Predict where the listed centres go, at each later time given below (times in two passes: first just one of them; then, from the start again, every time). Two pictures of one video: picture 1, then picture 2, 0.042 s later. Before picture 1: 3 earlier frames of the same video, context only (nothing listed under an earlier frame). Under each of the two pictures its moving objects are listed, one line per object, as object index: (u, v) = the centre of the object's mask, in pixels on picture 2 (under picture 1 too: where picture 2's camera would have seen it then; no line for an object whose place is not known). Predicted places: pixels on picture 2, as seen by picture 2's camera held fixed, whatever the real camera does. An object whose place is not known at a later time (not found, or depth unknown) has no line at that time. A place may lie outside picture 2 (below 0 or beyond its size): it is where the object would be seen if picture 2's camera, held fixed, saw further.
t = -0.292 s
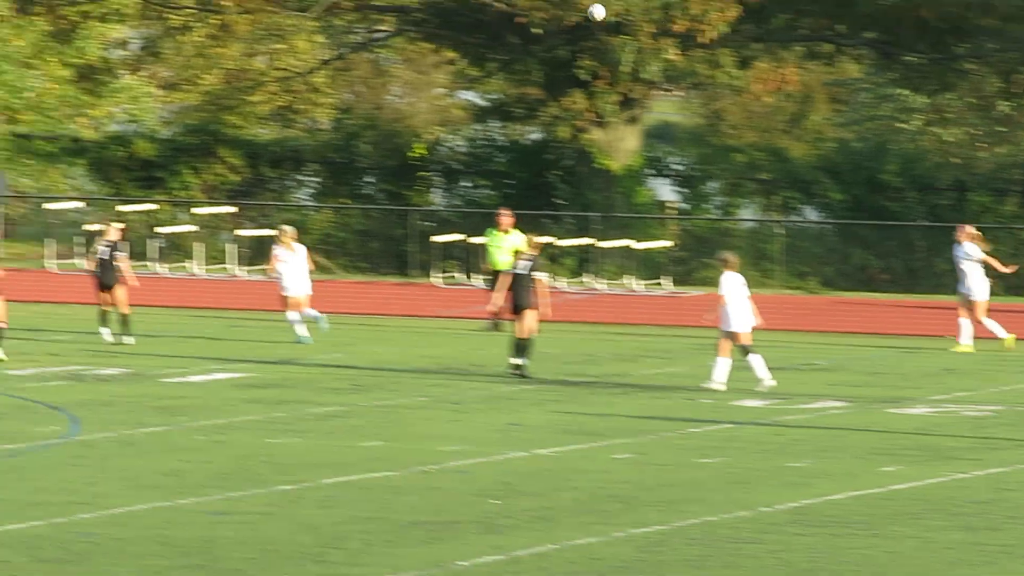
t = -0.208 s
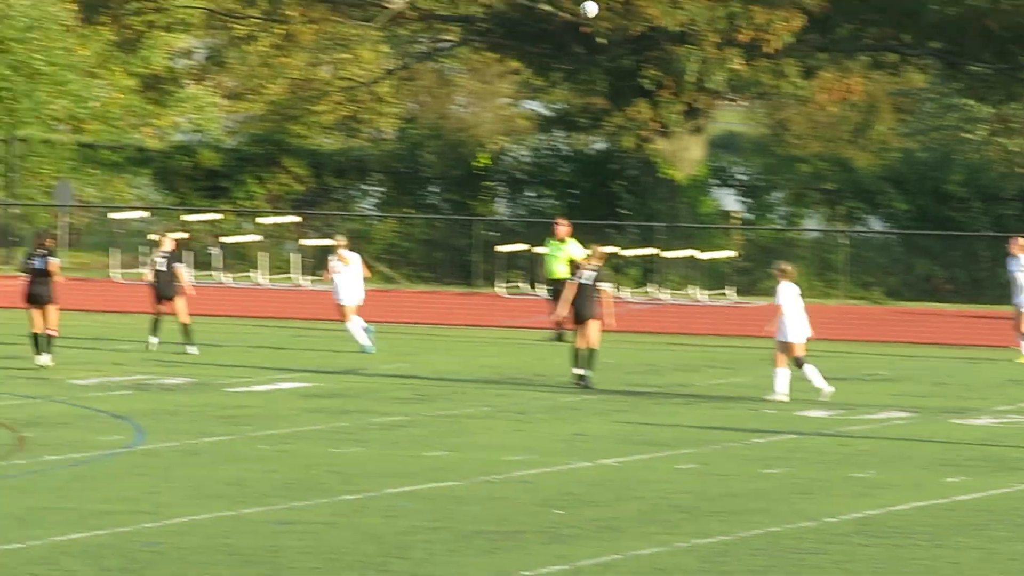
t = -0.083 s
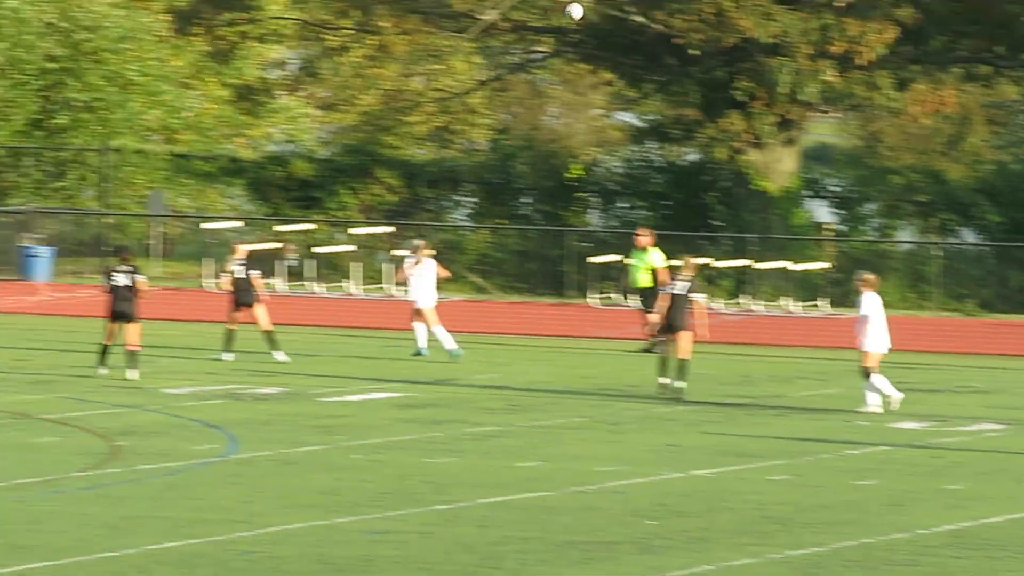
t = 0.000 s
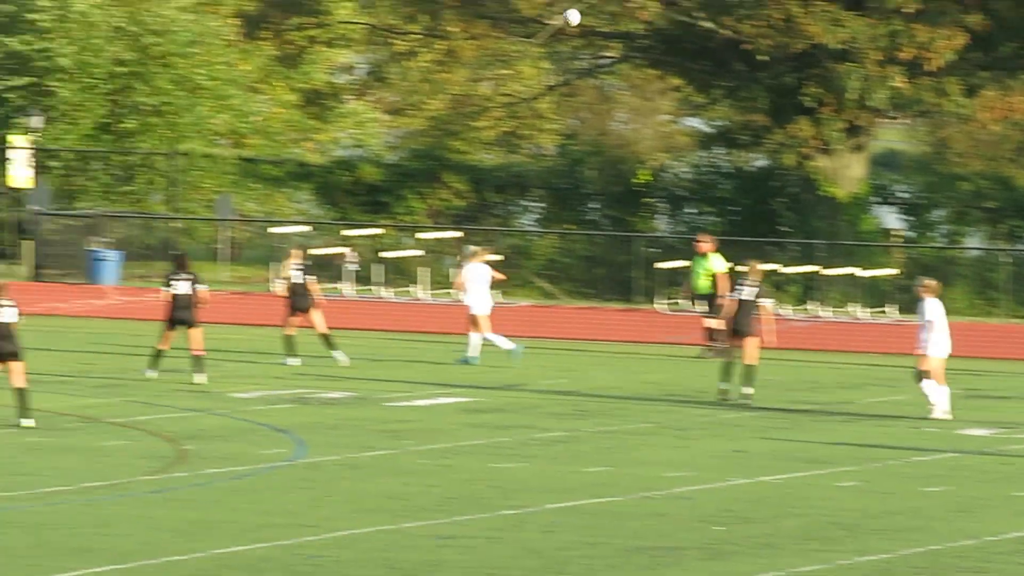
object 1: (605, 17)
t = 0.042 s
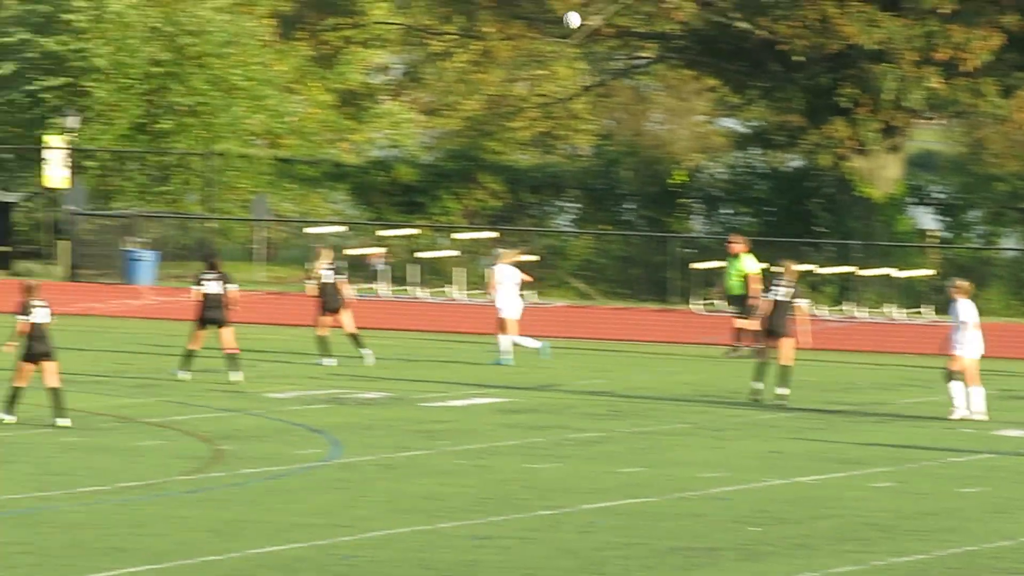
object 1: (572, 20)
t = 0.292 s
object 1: (372, 60)
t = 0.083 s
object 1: (540, 23)
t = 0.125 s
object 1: (507, 27)
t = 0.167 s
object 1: (474, 33)
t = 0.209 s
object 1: (440, 41)
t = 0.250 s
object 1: (406, 50)
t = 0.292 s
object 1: (372, 60)
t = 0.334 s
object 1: (339, 71)
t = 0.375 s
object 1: (305, 84)
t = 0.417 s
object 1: (272, 98)
